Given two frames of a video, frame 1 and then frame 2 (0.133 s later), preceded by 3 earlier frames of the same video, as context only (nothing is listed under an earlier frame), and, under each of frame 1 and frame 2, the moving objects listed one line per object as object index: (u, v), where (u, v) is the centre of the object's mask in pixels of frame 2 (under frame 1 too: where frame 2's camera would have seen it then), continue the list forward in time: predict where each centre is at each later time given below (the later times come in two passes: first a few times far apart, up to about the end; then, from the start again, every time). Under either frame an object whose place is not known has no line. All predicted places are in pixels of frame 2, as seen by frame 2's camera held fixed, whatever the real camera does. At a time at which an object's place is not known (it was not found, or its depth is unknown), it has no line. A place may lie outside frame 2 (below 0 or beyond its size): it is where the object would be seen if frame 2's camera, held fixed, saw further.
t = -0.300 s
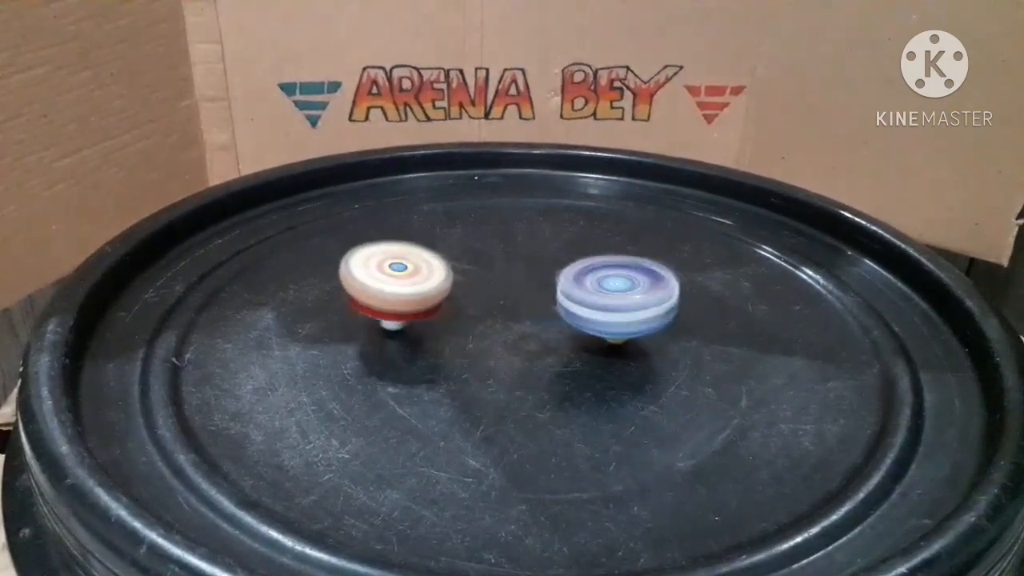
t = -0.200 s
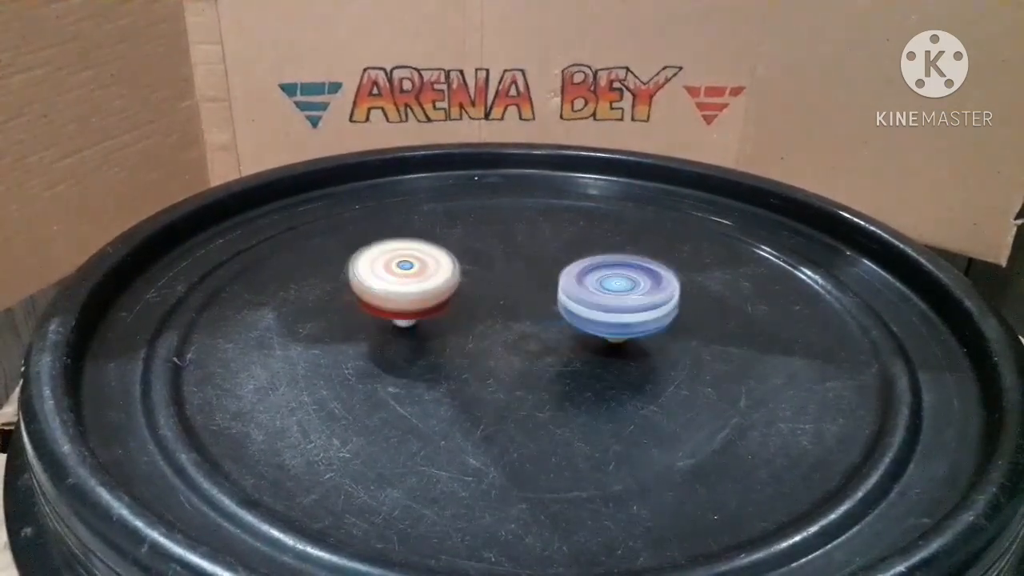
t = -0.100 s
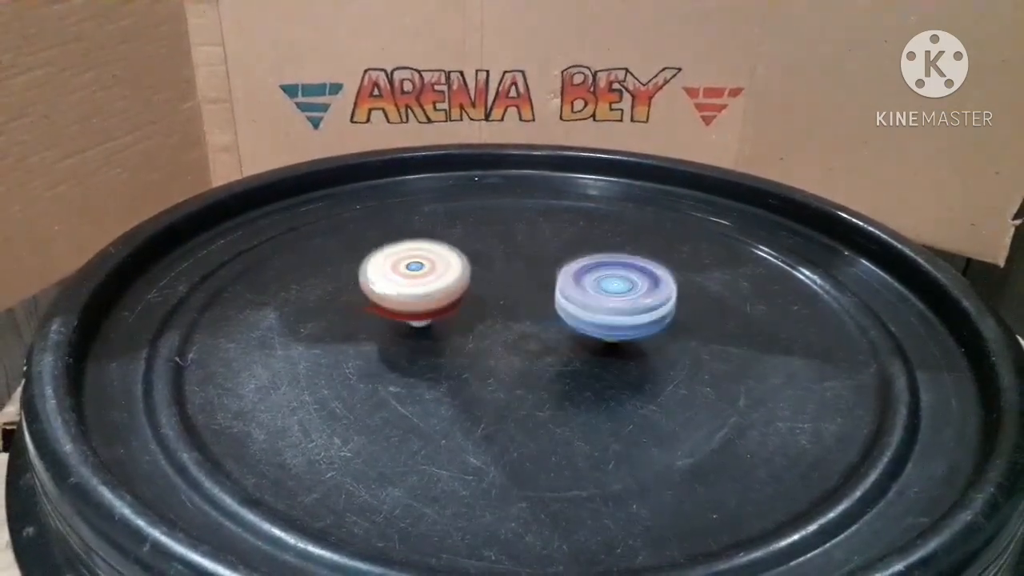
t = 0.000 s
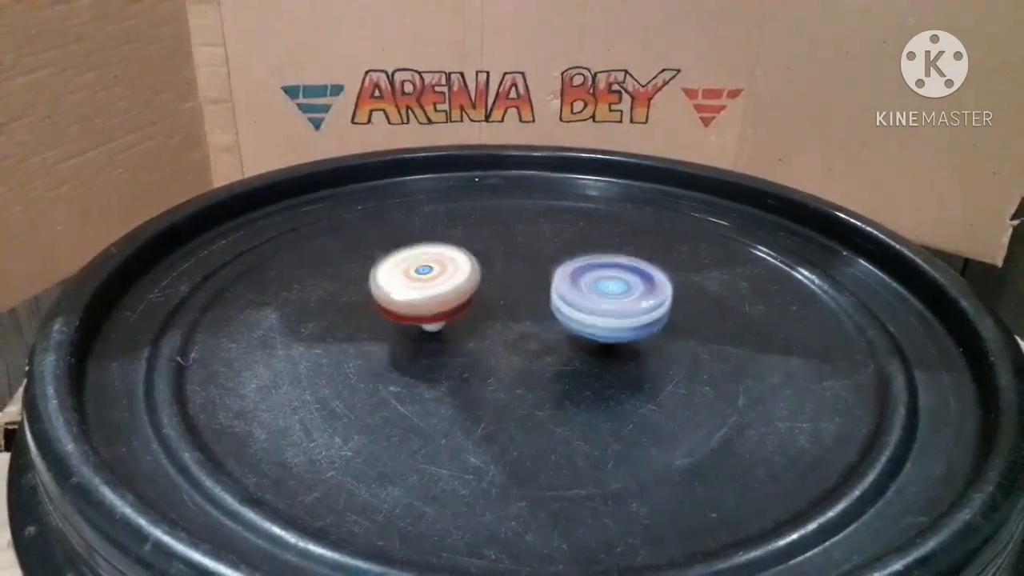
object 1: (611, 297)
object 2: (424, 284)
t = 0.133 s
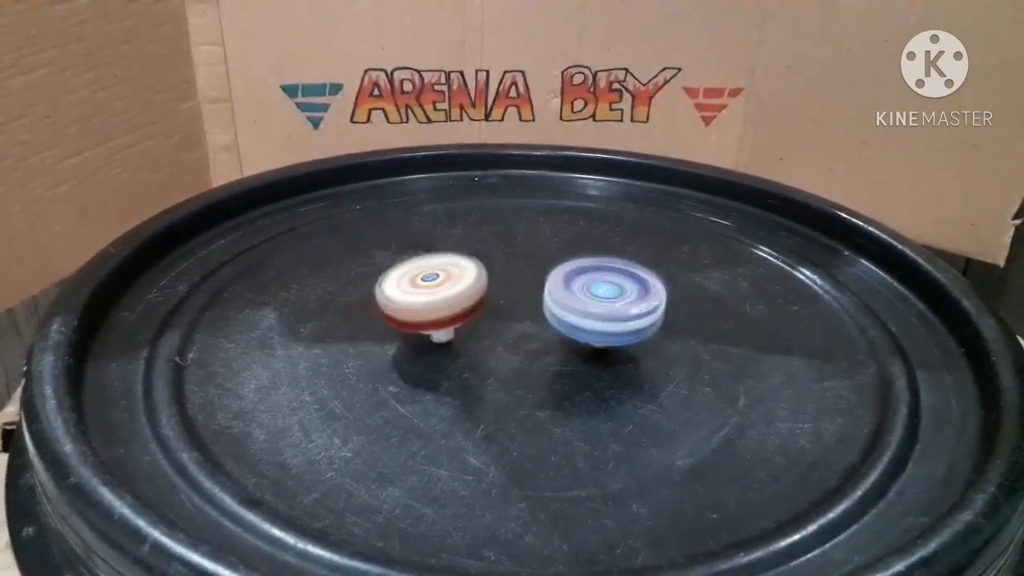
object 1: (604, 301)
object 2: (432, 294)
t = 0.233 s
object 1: (599, 305)
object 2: (431, 302)
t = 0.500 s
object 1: (588, 325)
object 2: (400, 314)
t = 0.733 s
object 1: (590, 345)
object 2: (381, 306)
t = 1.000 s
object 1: (597, 359)
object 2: (400, 302)
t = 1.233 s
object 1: (596, 361)
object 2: (421, 313)
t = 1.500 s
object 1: (578, 361)
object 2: (408, 331)
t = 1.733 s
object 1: (546, 367)
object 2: (385, 330)
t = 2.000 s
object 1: (512, 382)
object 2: (395, 321)
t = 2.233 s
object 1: (494, 398)
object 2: (419, 322)
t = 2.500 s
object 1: (495, 404)
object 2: (419, 337)
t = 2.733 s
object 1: (499, 403)
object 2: (406, 339)
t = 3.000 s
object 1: (489, 390)
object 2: (415, 322)
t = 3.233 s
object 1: (497, 402)
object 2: (451, 314)
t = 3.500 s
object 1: (519, 405)
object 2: (471, 319)
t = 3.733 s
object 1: (551, 414)
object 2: (480, 310)
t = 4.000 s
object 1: (563, 393)
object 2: (498, 309)
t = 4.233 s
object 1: (530, 379)
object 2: (491, 306)
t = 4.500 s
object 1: (487, 388)
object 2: (494, 298)
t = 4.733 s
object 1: (458, 398)
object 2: (509, 303)
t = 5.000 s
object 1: (449, 400)
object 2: (503, 311)
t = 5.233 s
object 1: (443, 390)
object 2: (490, 303)
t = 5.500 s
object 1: (417, 371)
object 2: (500, 298)
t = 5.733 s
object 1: (382, 359)
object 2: (505, 304)
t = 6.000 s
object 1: (360, 353)
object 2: (490, 306)
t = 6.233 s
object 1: (363, 346)
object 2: (487, 299)
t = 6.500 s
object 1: (379, 326)
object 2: (498, 298)
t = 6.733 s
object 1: (367, 310)
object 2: (498, 305)
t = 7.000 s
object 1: (351, 302)
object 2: (485, 305)
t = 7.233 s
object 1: (363, 300)
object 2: (489, 299)
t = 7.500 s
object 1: (369, 293)
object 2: (495, 306)
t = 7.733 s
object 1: (366, 284)
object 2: (490, 315)
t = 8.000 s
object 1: (364, 282)
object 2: (483, 309)
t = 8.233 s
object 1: (383, 282)
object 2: (491, 306)
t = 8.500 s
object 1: (394, 272)
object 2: (489, 322)
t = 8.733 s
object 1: (396, 264)
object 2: (474, 313)
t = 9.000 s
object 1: (414, 260)
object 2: (490, 309)
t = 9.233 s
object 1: (435, 256)
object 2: (486, 320)
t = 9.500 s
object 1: (452, 244)
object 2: (477, 308)
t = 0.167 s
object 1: (602, 302)
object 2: (433, 296)
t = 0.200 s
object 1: (601, 304)
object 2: (432, 299)
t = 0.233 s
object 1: (599, 305)
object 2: (431, 302)
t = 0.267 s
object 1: (597, 308)
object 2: (430, 304)
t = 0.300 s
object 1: (595, 310)
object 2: (426, 307)
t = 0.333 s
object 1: (594, 312)
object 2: (423, 309)
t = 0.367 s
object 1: (593, 315)
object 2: (418, 311)
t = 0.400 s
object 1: (591, 317)
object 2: (414, 312)
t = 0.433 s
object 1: (591, 320)
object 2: (410, 313)
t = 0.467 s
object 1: (590, 323)
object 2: (405, 314)
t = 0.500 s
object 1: (588, 325)
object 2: (400, 314)
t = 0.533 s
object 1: (588, 328)
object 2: (395, 313)
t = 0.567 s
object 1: (589, 331)
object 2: (392, 313)
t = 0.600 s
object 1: (588, 335)
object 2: (388, 312)
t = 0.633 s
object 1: (588, 337)
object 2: (385, 310)
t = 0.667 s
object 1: (589, 340)
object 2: (382, 309)
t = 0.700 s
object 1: (589, 343)
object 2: (381, 308)
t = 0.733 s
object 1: (590, 345)
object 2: (381, 306)
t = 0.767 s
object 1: (590, 347)
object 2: (381, 304)
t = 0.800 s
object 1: (591, 350)
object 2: (382, 304)
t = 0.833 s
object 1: (592, 352)
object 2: (384, 303)
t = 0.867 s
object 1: (593, 354)
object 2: (385, 302)
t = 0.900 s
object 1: (595, 356)
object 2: (389, 301)
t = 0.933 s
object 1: (595, 357)
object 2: (392, 301)
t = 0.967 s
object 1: (596, 358)
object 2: (396, 301)
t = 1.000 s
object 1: (597, 359)
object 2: (400, 302)
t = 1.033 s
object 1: (597, 360)
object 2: (404, 302)
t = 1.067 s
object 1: (598, 360)
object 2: (407, 303)
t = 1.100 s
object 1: (598, 361)
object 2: (411, 305)
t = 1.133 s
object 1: (598, 361)
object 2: (414, 307)
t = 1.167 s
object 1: (598, 361)
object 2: (417, 309)
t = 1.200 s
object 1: (596, 361)
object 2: (419, 311)
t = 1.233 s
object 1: (596, 361)
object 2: (421, 313)
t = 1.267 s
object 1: (595, 361)
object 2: (422, 316)
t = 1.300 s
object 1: (594, 361)
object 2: (422, 319)
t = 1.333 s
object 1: (593, 360)
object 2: (421, 321)
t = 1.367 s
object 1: (591, 361)
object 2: (420, 323)
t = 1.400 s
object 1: (588, 361)
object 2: (418, 326)
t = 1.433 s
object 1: (586, 360)
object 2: (415, 328)
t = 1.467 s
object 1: (582, 361)
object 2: (412, 330)
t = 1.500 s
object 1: (578, 361)
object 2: (408, 331)
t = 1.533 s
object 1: (575, 361)
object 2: (404, 332)
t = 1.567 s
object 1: (570, 362)
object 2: (400, 333)
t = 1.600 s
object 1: (565, 363)
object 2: (396, 333)
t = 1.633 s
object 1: (561, 363)
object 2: (393, 333)
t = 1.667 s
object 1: (556, 365)
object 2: (389, 332)
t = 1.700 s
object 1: (550, 366)
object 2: (387, 331)
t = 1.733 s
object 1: (546, 367)
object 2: (385, 330)
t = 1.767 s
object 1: (541, 369)
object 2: (384, 329)
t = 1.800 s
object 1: (535, 370)
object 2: (384, 328)
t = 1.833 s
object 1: (533, 372)
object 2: (384, 326)
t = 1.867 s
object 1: (528, 374)
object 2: (385, 325)
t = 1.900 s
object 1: (523, 375)
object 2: (386, 323)
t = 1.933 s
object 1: (519, 377)
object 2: (389, 322)
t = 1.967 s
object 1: (515, 381)
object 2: (392, 321)
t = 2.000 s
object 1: (512, 382)
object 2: (395, 321)
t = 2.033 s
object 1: (509, 384)
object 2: (399, 321)
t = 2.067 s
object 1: (504, 387)
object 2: (403, 320)
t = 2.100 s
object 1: (503, 389)
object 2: (406, 320)
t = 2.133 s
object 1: (500, 392)
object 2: (410, 321)
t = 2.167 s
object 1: (499, 393)
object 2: (413, 321)
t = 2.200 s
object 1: (497, 395)
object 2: (416, 321)
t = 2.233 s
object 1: (494, 398)
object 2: (419, 322)
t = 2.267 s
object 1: (496, 399)
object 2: (421, 324)
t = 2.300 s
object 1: (494, 399)
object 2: (423, 325)
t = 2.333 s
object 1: (491, 401)
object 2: (424, 326)
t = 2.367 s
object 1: (494, 402)
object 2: (424, 328)
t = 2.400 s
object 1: (494, 402)
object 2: (424, 331)
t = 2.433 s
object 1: (492, 402)
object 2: (424, 333)
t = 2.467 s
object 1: (494, 404)
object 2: (422, 334)
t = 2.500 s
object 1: (495, 404)
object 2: (419, 337)
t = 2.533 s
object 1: (497, 403)
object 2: (417, 339)
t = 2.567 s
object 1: (497, 404)
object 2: (416, 340)
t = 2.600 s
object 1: (497, 404)
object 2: (413, 340)
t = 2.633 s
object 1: (498, 404)
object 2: (410, 341)
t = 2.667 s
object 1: (498, 405)
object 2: (408, 341)
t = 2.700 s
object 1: (499, 404)
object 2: (407, 340)
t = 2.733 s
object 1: (499, 403)
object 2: (406, 339)
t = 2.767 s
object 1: (498, 402)
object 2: (405, 337)
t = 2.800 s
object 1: (499, 400)
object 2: (405, 336)
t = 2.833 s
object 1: (497, 399)
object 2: (405, 334)
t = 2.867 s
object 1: (495, 396)
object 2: (406, 331)
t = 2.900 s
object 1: (494, 394)
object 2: (408, 329)
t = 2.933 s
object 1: (490, 392)
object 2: (409, 327)
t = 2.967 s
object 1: (489, 390)
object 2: (412, 324)
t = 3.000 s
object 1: (489, 390)
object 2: (415, 322)
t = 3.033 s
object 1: (488, 389)
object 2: (419, 319)
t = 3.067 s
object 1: (487, 392)
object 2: (424, 316)
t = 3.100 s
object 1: (488, 396)
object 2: (430, 314)
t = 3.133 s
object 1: (490, 397)
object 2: (435, 314)
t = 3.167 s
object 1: (492, 399)
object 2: (440, 314)
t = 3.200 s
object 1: (493, 401)
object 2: (445, 314)
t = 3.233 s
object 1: (497, 402)
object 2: (451, 314)
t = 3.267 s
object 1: (499, 402)
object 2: (456, 316)
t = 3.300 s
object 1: (500, 402)
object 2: (460, 316)
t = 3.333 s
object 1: (503, 402)
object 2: (464, 317)
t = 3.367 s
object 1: (504, 402)
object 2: (467, 319)
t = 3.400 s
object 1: (505, 401)
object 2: (470, 320)
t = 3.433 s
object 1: (507, 400)
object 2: (469, 321)
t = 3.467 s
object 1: (515, 402)
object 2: (470, 319)
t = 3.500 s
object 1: (519, 405)
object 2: (471, 319)
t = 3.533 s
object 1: (521, 409)
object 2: (473, 317)
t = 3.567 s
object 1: (526, 411)
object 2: (475, 319)
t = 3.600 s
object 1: (532, 412)
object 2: (476, 316)
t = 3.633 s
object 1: (536, 414)
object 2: (475, 314)
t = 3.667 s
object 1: (541, 414)
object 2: (476, 313)
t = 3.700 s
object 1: (547, 415)
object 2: (478, 311)
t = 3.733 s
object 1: (551, 414)
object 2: (480, 310)
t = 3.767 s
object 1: (556, 412)
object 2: (483, 309)
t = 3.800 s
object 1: (559, 411)
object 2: (485, 308)
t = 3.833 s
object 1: (562, 408)
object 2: (488, 308)
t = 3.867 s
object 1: (564, 407)
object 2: (491, 308)
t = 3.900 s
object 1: (565, 403)
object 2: (494, 308)
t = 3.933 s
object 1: (566, 400)
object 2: (495, 309)
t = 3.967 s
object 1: (564, 397)
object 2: (497, 310)
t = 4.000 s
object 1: (563, 393)
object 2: (498, 309)
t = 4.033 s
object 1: (560, 390)
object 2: (499, 310)
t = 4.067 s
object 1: (555, 387)
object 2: (498, 310)
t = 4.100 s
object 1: (552, 385)
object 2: (497, 310)
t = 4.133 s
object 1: (545, 381)
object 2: (495, 310)
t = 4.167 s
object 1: (543, 381)
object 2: (493, 309)
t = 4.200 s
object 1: (540, 379)
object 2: (491, 308)
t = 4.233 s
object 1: (530, 379)
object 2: (491, 306)
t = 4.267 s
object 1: (526, 381)
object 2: (490, 305)
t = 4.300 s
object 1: (523, 381)
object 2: (488, 303)
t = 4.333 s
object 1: (516, 381)
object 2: (488, 303)
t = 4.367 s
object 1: (509, 383)
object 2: (488, 300)
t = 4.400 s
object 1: (504, 383)
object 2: (489, 299)
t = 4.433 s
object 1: (499, 384)
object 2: (491, 299)
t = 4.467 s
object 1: (491, 386)
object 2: (493, 298)
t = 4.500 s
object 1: (487, 388)
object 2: (494, 298)
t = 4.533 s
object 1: (484, 389)
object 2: (497, 298)
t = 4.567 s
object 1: (478, 390)
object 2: (498, 298)
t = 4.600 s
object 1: (473, 392)
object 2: (502, 299)
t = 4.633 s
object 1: (468, 393)
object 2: (505, 299)
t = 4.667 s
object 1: (465, 395)
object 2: (506, 300)
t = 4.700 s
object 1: (461, 397)
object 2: (508, 302)
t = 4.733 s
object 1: (458, 398)
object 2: (509, 303)
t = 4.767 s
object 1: (455, 400)
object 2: (509, 305)
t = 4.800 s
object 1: (453, 400)
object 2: (510, 307)
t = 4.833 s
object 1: (452, 401)
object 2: (510, 307)
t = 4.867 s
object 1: (449, 401)
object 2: (509, 309)
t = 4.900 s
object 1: (450, 401)
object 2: (509, 310)
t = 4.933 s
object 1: (450, 401)
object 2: (506, 310)
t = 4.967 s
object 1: (450, 400)
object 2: (505, 311)
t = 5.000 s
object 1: (449, 400)
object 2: (503, 311)
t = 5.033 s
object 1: (448, 399)
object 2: (501, 309)
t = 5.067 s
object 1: (448, 399)
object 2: (498, 309)
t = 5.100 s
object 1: (447, 397)
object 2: (496, 308)
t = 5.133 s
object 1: (447, 396)
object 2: (493, 307)
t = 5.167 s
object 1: (446, 395)
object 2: (492, 306)
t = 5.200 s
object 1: (446, 391)
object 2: (491, 304)
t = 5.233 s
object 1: (443, 390)
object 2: (490, 303)
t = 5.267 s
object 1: (441, 387)
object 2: (491, 301)
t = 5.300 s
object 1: (439, 385)
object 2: (491, 299)
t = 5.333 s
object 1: (435, 382)
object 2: (492, 299)
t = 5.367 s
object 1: (432, 381)
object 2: (493, 297)
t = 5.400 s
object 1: (429, 378)
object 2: (494, 296)
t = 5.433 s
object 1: (426, 375)
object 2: (497, 297)
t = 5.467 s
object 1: (420, 374)
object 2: (499, 297)
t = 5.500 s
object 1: (417, 371)
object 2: (500, 298)
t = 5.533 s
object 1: (413, 369)
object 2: (501, 298)
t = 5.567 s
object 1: (407, 366)
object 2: (502, 299)
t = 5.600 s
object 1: (401, 365)
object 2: (504, 300)
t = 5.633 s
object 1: (396, 364)
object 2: (505, 301)
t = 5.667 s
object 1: (392, 362)
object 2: (505, 302)
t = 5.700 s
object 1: (386, 361)
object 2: (505, 303)
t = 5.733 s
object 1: (382, 359)
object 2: (505, 304)
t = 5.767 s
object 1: (378, 359)
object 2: (504, 306)
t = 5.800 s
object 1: (374, 357)
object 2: (503, 306)
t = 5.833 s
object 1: (369, 356)
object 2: (501, 307)
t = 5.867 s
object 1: (366, 355)
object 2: (499, 308)
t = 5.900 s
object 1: (364, 354)
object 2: (496, 307)
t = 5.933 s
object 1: (361, 353)
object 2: (494, 308)
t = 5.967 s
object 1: (361, 353)
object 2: (492, 308)
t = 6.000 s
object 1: (360, 353)
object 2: (490, 306)
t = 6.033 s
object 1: (361, 352)
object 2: (488, 306)
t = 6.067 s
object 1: (359, 352)
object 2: (487, 304)
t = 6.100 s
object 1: (359, 351)
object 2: (486, 303)
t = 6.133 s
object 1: (360, 350)
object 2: (486, 302)
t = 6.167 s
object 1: (362, 348)
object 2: (486, 300)
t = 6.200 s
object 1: (363, 348)
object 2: (486, 299)
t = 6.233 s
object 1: (363, 346)
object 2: (487, 299)
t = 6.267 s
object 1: (366, 344)
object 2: (488, 297)
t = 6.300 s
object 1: (369, 341)
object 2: (490, 297)
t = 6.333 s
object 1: (371, 339)
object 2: (491, 296)
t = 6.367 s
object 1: (372, 337)
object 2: (493, 297)
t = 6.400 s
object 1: (376, 334)
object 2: (494, 297)
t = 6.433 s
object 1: (377, 331)
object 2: (495, 297)
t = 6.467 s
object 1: (378, 328)
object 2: (497, 298)
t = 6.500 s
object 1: (379, 326)
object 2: (498, 298)
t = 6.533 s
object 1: (381, 323)
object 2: (498, 299)
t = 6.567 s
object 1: (378, 320)
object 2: (500, 300)
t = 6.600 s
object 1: (376, 318)
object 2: (500, 301)
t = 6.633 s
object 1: (377, 316)
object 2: (499, 303)
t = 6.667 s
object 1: (374, 313)
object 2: (499, 303)
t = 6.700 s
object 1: (369, 312)
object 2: (499, 304)
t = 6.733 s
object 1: (367, 310)
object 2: (498, 305)
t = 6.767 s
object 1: (366, 308)
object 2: (496, 306)
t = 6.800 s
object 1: (362, 305)
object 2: (495, 307)
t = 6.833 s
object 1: (358, 305)
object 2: (493, 307)
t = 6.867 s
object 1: (356, 304)
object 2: (491, 307)
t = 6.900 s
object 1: (355, 303)
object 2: (491, 307)
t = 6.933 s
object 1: (352, 302)
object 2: (488, 306)
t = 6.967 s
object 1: (352, 303)
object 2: (487, 306)
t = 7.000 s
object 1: (351, 302)
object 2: (485, 305)
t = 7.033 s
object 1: (353, 302)
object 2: (484, 304)
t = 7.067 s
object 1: (353, 302)
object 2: (484, 303)
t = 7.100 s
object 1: (355, 302)
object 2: (484, 302)
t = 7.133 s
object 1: (356, 302)
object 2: (484, 301)
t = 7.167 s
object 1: (362, 301)
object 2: (485, 299)
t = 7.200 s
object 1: (364, 301)
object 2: (486, 299)
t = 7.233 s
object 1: (363, 300)
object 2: (489, 299)
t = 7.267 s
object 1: (365, 299)
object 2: (491, 299)
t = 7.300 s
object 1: (367, 297)
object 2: (492, 299)
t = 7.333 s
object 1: (365, 297)
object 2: (492, 300)
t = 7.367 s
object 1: (363, 296)
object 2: (495, 301)
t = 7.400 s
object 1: (367, 295)
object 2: (497, 302)
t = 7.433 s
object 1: (369, 294)
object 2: (497, 303)
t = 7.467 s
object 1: (369, 294)
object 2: (497, 305)
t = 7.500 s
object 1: (369, 293)
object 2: (495, 306)
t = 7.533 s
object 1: (372, 292)
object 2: (494, 308)
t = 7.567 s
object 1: (376, 290)
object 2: (495, 308)
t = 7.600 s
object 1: (372, 289)
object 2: (497, 310)
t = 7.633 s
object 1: (369, 288)
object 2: (495, 311)
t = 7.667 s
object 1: (371, 287)
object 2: (493, 313)
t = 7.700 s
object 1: (370, 284)
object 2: (491, 314)
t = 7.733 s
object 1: (366, 284)
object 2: (490, 315)
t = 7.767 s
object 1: (365, 284)
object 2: (491, 315)
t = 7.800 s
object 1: (366, 283)
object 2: (489, 315)
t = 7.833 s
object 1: (363, 282)
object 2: (486, 315)
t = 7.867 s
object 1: (361, 282)
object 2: (484, 313)
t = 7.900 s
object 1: (361, 282)
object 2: (483, 313)
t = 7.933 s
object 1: (364, 282)
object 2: (483, 311)
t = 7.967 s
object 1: (362, 282)
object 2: (482, 310)
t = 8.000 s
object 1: (364, 282)
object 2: (483, 309)
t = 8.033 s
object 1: (364, 282)
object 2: (482, 308)
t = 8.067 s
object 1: (368, 282)
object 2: (484, 307)
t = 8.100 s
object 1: (369, 282)
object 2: (485, 305)
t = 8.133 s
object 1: (373, 283)
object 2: (487, 305)
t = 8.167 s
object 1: (375, 283)
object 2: (488, 305)
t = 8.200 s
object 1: (380, 282)
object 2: (490, 305)
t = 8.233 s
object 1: (383, 282)
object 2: (491, 306)
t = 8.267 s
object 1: (386, 281)
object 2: (494, 307)
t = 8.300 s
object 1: (387, 280)
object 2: (496, 309)
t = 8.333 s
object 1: (390, 279)
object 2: (494, 312)
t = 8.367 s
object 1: (391, 277)
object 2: (494, 314)
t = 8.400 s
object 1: (391, 276)
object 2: (494, 317)
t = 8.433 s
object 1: (391, 275)
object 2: (495, 319)
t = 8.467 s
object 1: (394, 273)
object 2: (492, 321)
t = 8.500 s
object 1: (394, 272)
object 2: (489, 322)
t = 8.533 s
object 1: (394, 271)
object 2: (485, 322)
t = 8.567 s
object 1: (393, 269)
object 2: (481, 322)
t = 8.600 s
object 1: (395, 268)
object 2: (479, 321)
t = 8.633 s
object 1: (395, 266)
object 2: (476, 319)
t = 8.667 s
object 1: (394, 266)
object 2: (475, 317)
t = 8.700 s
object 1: (393, 265)
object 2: (473, 314)
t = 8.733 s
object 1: (396, 264)
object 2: (474, 313)
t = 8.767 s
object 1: (397, 262)
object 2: (475, 310)
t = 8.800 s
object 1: (399, 263)
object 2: (477, 309)
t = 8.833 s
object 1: (398, 262)
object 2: (479, 307)
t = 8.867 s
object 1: (402, 262)
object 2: (481, 307)
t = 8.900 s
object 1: (406, 261)
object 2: (484, 306)
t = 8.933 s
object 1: (409, 261)
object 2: (487, 307)
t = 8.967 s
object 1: (410, 261)
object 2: (489, 307)
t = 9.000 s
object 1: (414, 260)
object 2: (490, 309)
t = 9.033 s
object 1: (419, 260)
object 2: (492, 310)
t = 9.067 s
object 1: (423, 260)
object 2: (493, 313)
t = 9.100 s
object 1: (424, 260)
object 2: (494, 314)
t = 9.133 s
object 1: (427, 258)
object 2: (492, 316)
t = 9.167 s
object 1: (433, 257)
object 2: (491, 318)
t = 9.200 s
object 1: (435, 257)
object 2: (488, 319)
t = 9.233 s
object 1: (435, 256)
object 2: (486, 320)
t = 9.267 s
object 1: (437, 254)
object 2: (482, 319)
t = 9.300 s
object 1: (443, 253)
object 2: (479, 319)
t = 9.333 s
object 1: (445, 251)
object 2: (477, 317)
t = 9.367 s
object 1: (445, 250)
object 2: (475, 316)
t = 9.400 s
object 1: (445, 248)
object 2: (475, 314)
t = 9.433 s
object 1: (449, 246)
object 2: (475, 311)
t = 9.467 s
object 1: (451, 245)
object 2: (476, 310)
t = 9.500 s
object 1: (452, 244)
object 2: (477, 308)
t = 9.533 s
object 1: (451, 243)
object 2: (479, 307)
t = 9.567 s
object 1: (453, 242)
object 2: (481, 306)
